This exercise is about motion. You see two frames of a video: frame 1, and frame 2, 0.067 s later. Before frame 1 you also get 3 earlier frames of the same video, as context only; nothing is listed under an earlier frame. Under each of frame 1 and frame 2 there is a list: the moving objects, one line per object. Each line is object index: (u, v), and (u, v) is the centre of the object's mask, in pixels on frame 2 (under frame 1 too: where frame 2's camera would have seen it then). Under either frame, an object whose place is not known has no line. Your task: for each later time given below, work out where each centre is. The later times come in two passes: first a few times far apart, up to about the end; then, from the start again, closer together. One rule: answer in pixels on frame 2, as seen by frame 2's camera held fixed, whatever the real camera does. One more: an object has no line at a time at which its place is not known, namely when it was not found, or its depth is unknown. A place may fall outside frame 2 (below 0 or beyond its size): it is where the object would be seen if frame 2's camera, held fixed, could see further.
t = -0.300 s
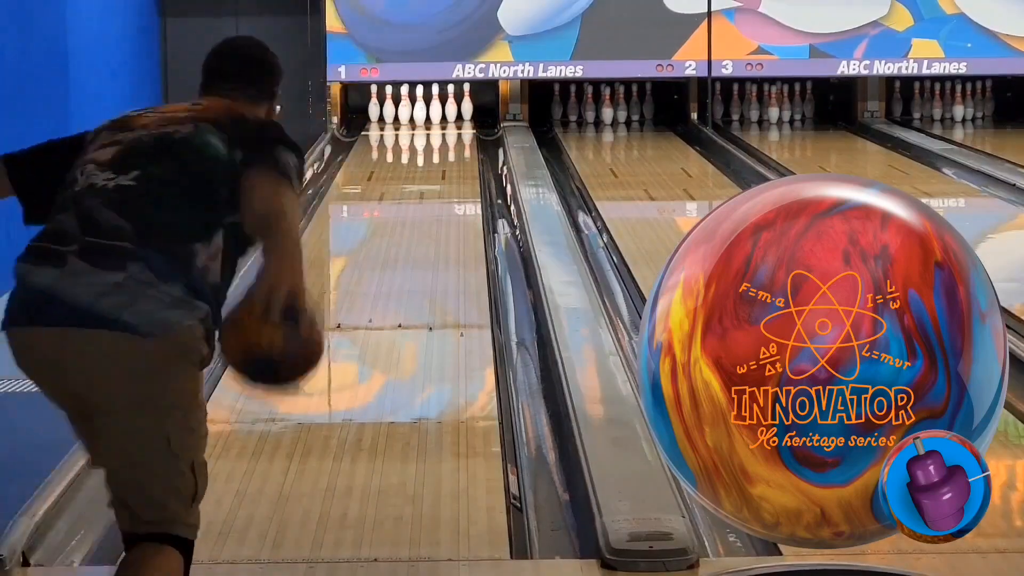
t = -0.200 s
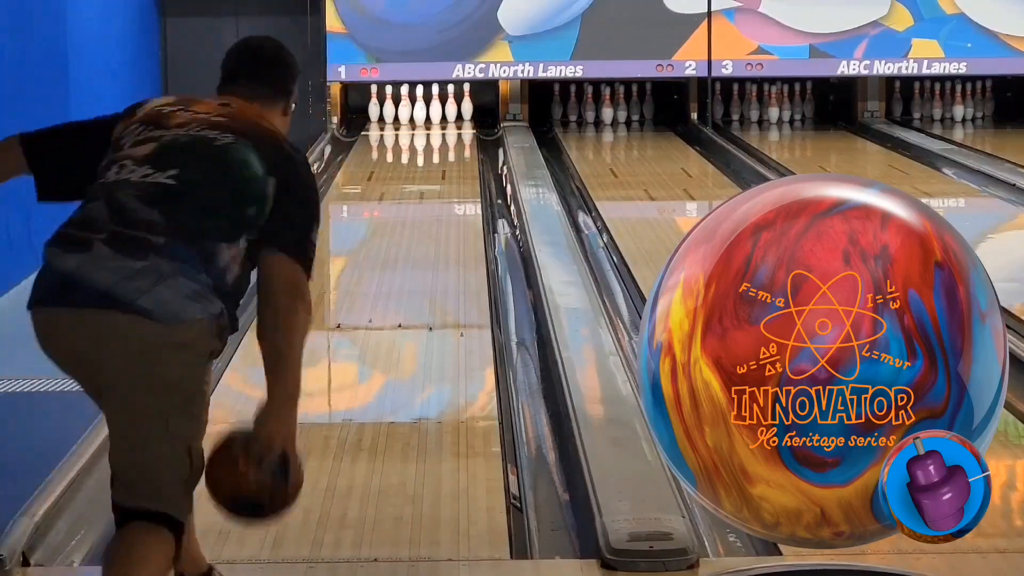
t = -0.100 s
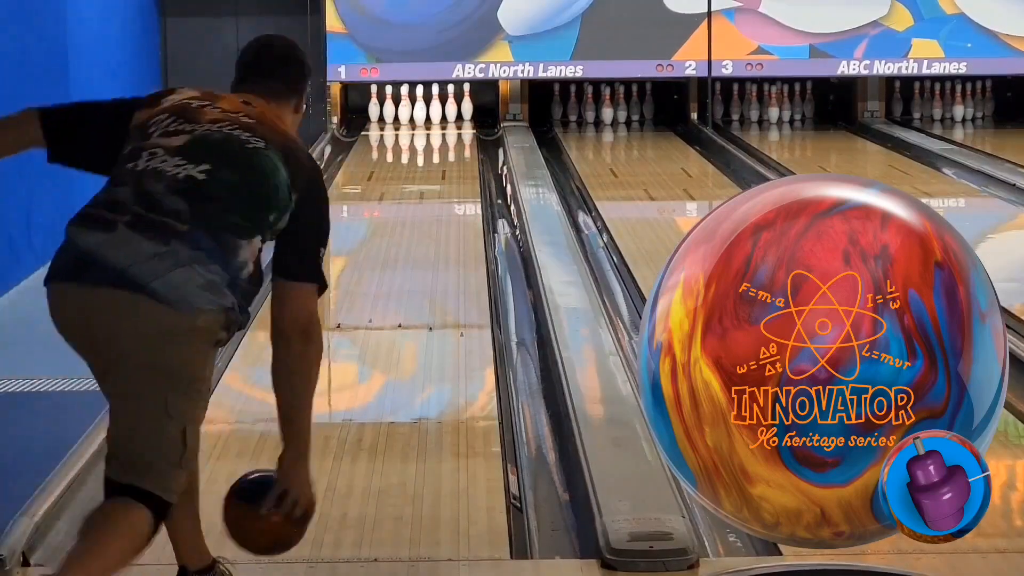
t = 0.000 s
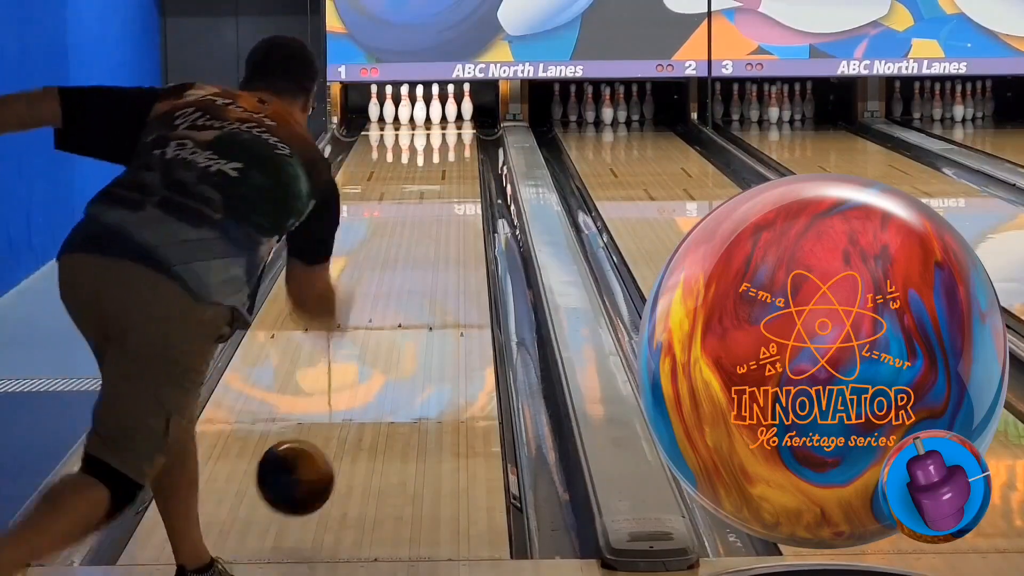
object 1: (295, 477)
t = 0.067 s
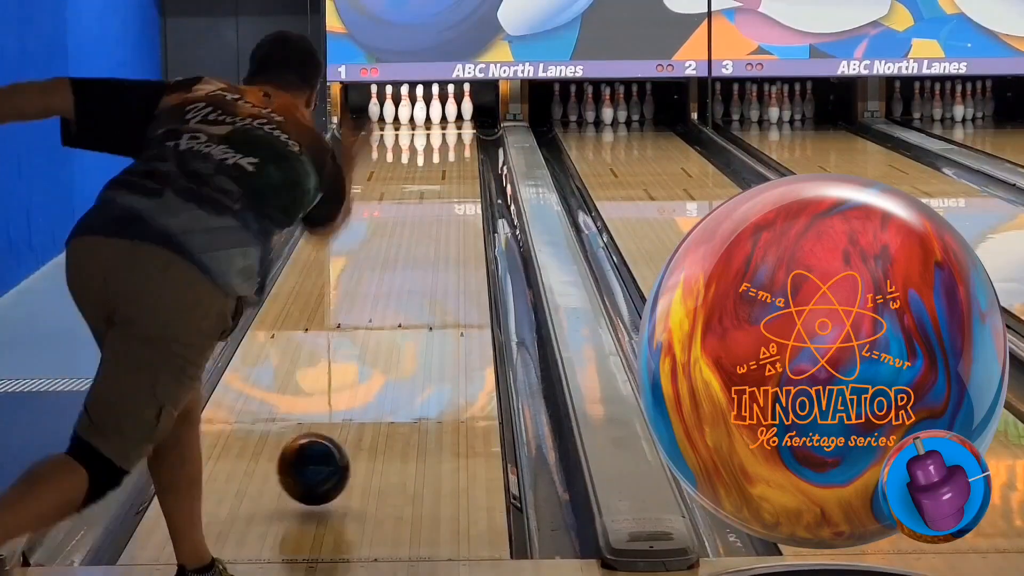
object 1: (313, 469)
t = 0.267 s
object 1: (354, 392)
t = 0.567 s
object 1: (395, 306)
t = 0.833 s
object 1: (418, 256)
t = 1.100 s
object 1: (435, 218)
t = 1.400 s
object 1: (448, 186)
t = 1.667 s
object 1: (454, 165)
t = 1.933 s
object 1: (455, 147)
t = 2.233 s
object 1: (447, 132)
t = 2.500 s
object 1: (433, 121)
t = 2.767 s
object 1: (420, 114)
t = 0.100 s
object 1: (322, 458)
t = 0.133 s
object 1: (329, 442)
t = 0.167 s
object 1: (336, 431)
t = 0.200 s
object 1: (342, 418)
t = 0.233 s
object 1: (348, 405)
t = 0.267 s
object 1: (354, 392)
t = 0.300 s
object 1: (360, 380)
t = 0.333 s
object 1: (365, 369)
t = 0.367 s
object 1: (370, 359)
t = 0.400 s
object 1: (375, 350)
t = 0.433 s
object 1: (379, 340)
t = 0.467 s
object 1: (383, 331)
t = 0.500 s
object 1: (387, 322)
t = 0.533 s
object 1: (391, 314)
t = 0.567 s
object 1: (395, 306)
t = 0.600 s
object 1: (398, 299)
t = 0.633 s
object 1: (402, 292)
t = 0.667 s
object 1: (405, 286)
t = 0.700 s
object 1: (408, 279)
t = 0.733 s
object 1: (411, 273)
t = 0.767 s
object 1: (413, 267)
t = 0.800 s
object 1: (416, 262)
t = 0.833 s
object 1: (418, 256)
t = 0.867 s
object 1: (421, 251)
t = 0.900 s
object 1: (423, 245)
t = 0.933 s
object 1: (425, 241)
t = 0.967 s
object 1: (427, 236)
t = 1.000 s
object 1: (430, 231)
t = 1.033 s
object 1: (432, 227)
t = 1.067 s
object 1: (433, 222)
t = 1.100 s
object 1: (435, 218)
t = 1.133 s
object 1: (437, 214)
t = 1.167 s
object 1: (438, 211)
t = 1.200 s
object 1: (440, 207)
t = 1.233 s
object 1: (442, 203)
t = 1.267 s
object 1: (443, 199)
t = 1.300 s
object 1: (444, 195)
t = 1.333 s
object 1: (445, 193)
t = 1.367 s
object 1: (447, 189)
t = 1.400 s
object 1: (448, 186)
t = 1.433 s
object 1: (449, 183)
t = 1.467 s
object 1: (450, 180)
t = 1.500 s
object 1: (450, 179)
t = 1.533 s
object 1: (451, 176)
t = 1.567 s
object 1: (452, 173)
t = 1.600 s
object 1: (453, 171)
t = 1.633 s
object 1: (454, 167)
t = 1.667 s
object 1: (454, 165)
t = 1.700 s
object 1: (454, 163)
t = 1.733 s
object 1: (455, 160)
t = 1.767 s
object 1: (456, 158)
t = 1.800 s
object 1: (456, 156)
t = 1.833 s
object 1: (456, 153)
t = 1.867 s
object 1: (455, 151)
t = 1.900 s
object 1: (455, 149)
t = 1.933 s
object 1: (455, 147)
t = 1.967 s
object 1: (455, 145)
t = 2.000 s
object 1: (454, 143)
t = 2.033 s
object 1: (453, 142)
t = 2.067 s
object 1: (453, 140)
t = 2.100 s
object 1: (453, 138)
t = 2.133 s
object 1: (451, 136)
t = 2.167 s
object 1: (450, 135)
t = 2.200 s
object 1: (449, 133)
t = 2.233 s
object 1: (447, 132)
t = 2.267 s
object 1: (446, 130)
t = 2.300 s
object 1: (444, 129)
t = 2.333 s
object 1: (442, 127)
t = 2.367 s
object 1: (440, 126)
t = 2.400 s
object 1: (439, 125)
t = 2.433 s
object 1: (436, 124)
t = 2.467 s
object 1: (435, 122)
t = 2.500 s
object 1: (433, 121)
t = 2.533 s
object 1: (431, 120)
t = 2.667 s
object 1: (424, 116)
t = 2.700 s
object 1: (423, 115)
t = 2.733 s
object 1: (422, 115)
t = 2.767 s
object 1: (420, 114)
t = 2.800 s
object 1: (417, 113)
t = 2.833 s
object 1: (415, 112)
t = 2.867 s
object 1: (413, 113)
